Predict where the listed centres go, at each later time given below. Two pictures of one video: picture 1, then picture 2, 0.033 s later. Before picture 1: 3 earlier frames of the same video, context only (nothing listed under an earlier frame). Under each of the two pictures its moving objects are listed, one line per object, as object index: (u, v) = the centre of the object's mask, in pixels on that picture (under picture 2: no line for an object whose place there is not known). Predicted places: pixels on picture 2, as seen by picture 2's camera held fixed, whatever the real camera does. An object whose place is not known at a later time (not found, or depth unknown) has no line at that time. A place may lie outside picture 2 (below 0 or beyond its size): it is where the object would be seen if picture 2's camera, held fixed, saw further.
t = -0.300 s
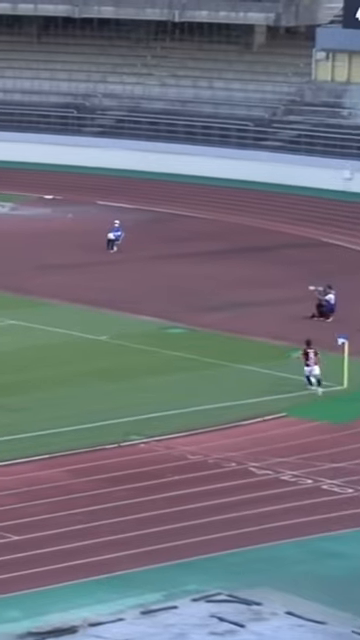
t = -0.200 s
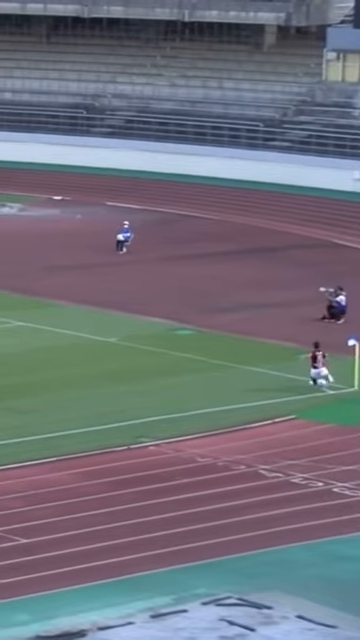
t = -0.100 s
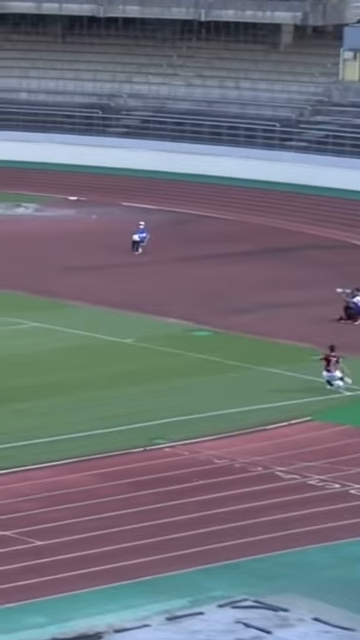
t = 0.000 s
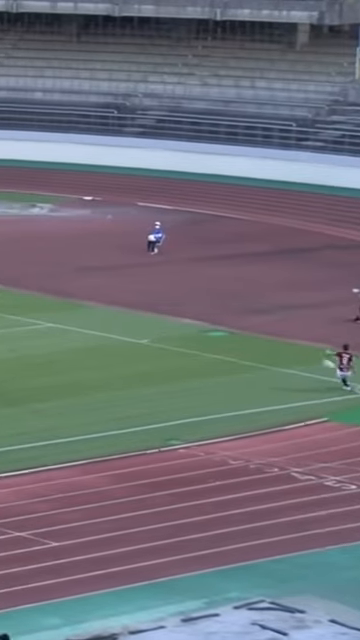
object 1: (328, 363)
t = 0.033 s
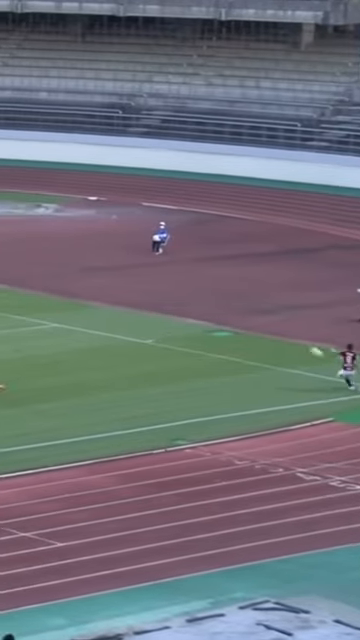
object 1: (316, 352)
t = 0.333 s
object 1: (169, 262)
